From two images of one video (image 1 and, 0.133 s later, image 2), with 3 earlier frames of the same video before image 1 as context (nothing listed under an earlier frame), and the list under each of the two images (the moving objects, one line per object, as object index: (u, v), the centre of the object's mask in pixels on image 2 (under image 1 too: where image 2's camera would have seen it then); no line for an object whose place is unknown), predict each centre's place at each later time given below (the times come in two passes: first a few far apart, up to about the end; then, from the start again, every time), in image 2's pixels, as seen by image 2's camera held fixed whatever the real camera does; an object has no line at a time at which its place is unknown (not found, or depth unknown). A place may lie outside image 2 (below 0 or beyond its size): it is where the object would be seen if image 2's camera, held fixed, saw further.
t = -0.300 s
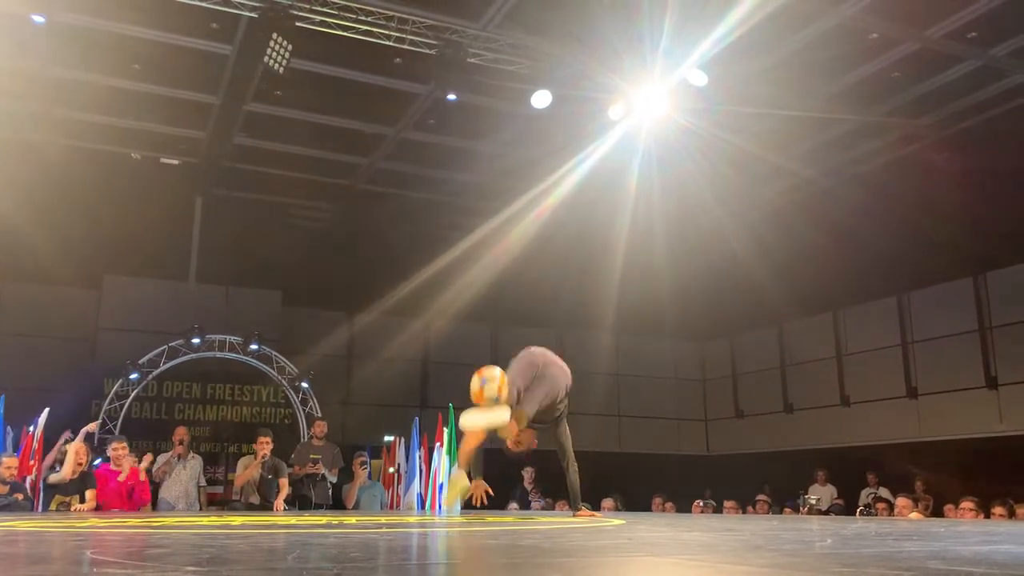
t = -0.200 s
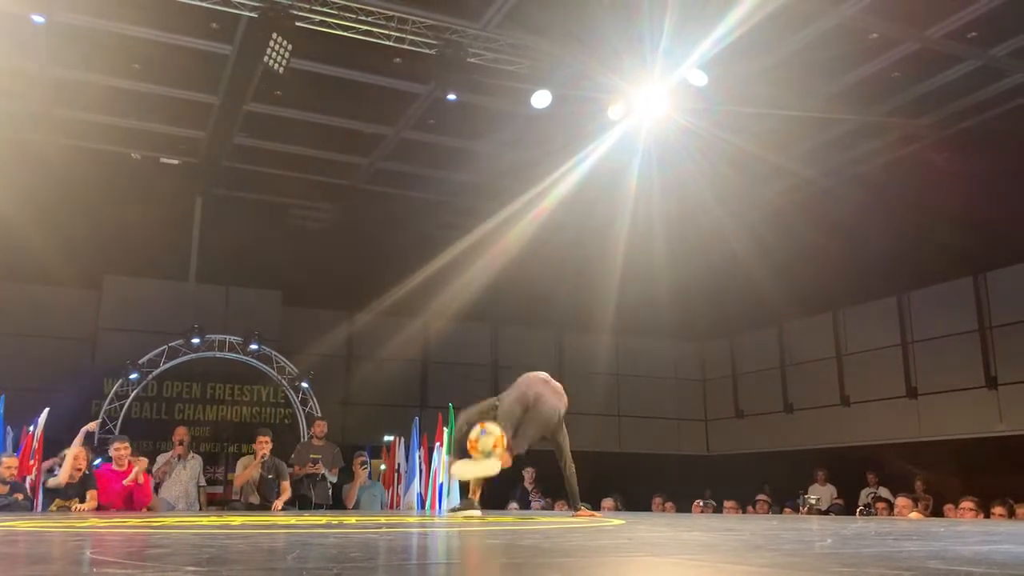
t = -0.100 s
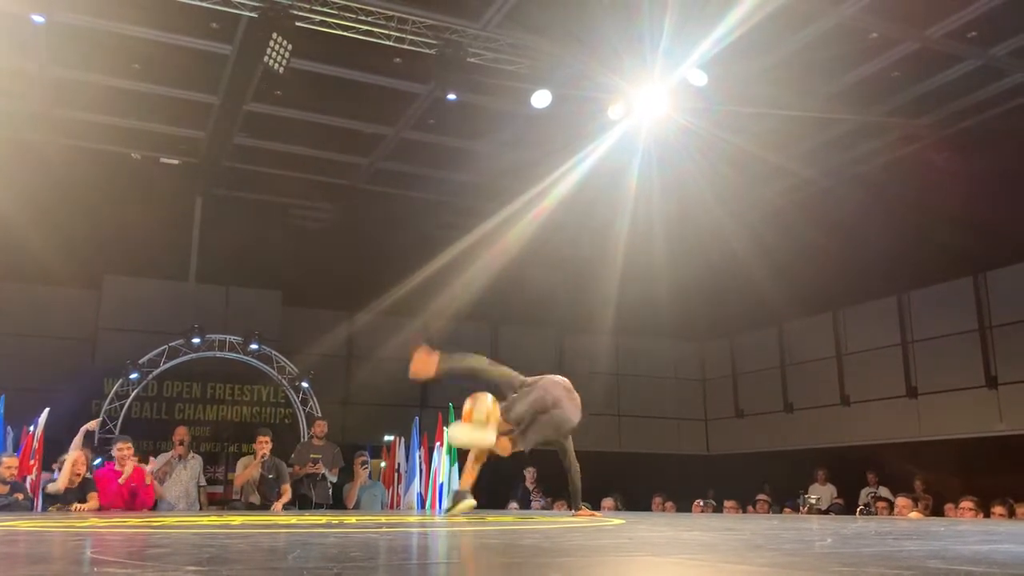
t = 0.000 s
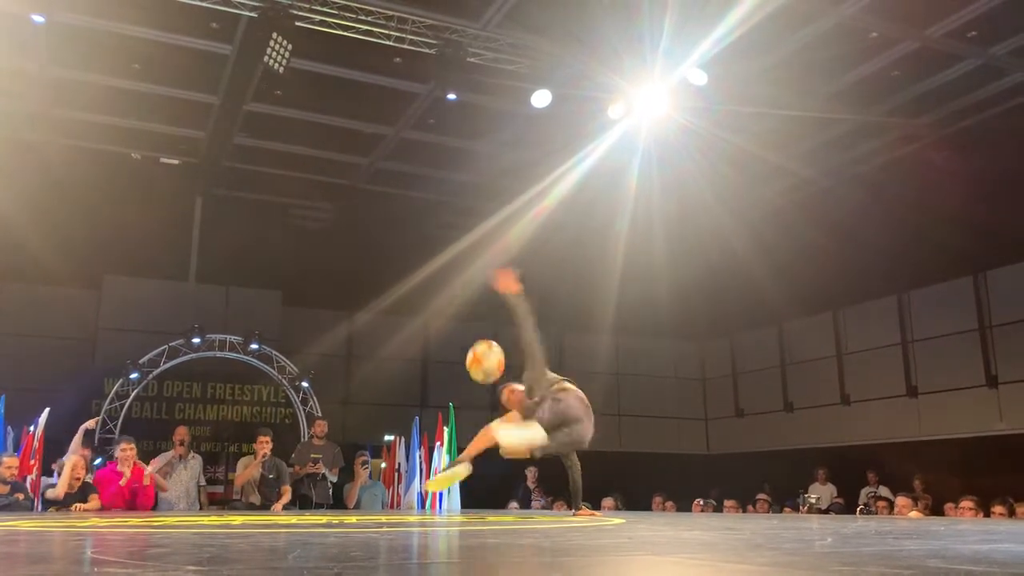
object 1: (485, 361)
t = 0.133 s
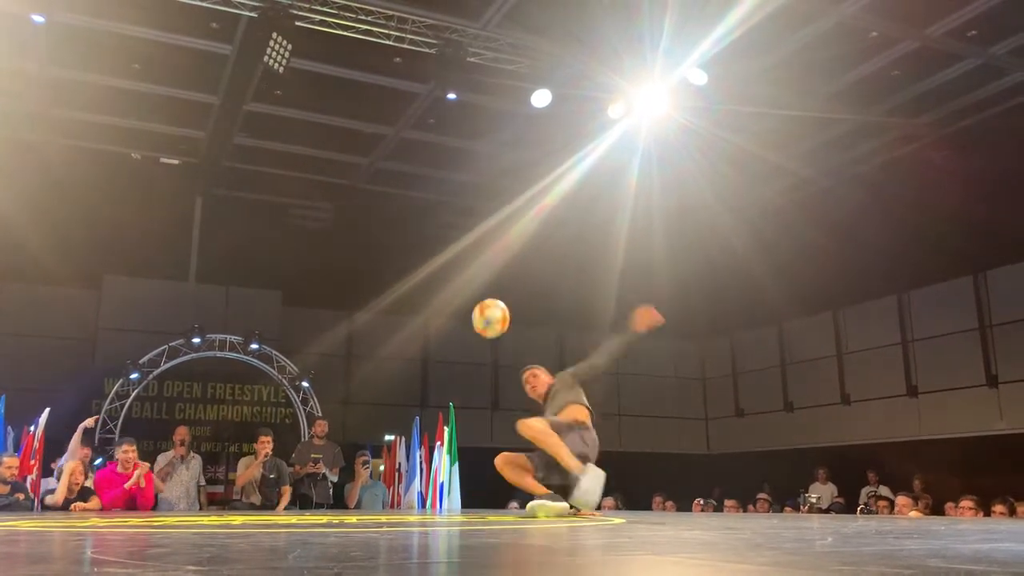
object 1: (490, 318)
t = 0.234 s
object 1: (494, 306)
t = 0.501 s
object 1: (503, 354)
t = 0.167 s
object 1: (492, 312)
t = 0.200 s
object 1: (493, 308)
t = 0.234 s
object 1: (494, 306)
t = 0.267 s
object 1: (495, 305)
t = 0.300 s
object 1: (496, 307)
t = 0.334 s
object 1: (497, 310)
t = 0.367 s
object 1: (498, 315)
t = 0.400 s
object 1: (499, 322)
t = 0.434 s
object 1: (500, 330)
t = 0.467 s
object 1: (502, 341)
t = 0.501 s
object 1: (503, 354)
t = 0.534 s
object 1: (504, 368)
